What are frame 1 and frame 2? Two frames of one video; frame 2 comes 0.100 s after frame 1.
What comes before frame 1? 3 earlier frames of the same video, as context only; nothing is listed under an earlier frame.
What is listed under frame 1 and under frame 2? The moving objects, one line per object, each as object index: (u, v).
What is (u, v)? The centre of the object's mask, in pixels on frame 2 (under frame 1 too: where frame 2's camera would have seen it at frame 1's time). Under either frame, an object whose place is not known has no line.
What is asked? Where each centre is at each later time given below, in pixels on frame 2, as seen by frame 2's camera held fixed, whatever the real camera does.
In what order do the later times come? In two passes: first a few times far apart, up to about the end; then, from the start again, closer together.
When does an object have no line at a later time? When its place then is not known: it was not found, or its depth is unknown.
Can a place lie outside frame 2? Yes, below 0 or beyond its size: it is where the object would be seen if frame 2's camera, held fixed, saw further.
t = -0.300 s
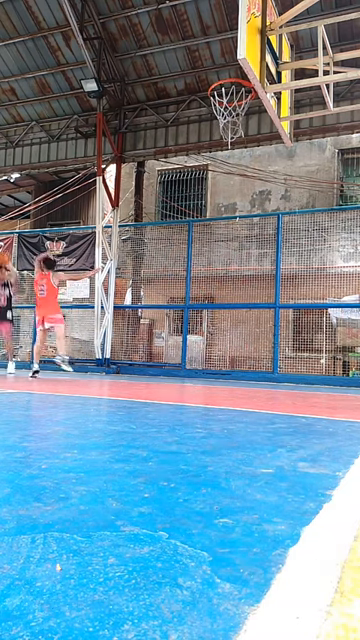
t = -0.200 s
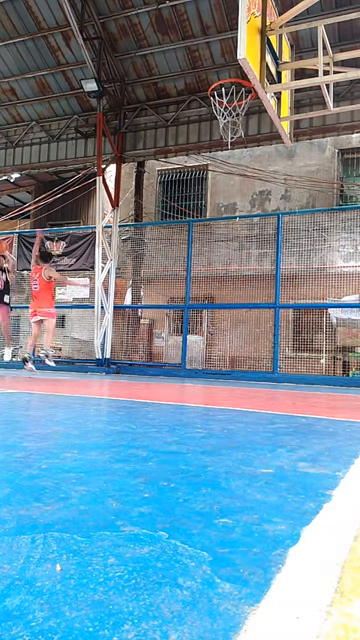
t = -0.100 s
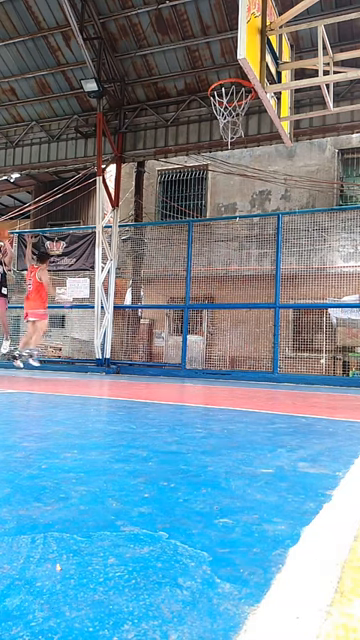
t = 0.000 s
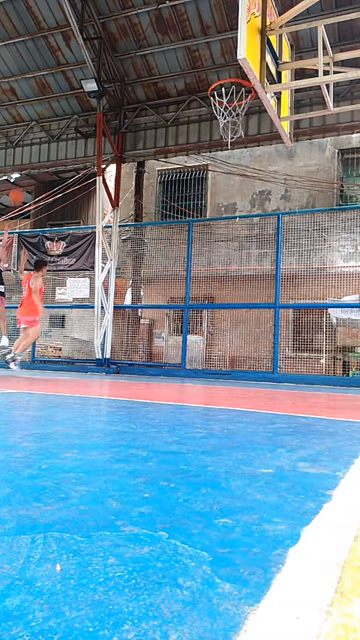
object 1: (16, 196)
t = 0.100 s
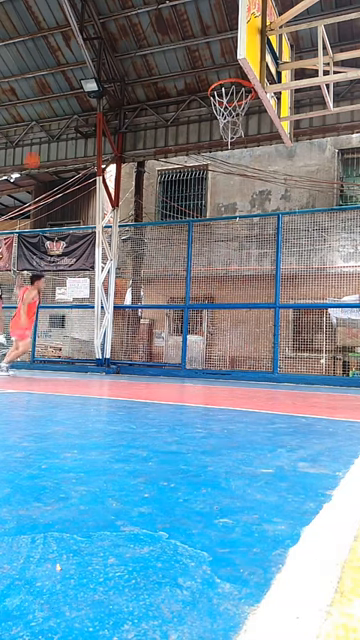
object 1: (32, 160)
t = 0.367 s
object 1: (76, 84)
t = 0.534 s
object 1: (107, 53)
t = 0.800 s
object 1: (162, 41)
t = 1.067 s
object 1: (223, 88)
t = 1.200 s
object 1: (243, 103)
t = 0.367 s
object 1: (76, 84)
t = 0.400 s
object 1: (82, 76)
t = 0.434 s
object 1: (88, 70)
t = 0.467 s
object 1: (94, 64)
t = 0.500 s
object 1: (101, 58)
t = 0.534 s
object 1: (107, 53)
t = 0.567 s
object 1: (113, 49)
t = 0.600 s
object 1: (119, 46)
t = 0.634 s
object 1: (127, 43)
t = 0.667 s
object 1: (134, 41)
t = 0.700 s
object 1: (140, 40)
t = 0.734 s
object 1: (147, 40)
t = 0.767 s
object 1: (154, 40)
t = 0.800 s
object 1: (162, 41)
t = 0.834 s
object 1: (170, 43)
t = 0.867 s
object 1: (177, 46)
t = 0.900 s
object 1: (184, 50)
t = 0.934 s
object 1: (193, 55)
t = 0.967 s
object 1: (201, 61)
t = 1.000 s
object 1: (209, 68)
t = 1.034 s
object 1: (217, 73)
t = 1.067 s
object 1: (223, 88)
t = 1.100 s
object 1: (237, 97)
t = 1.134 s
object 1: (241, 100)
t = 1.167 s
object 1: (243, 103)
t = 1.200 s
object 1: (243, 103)
